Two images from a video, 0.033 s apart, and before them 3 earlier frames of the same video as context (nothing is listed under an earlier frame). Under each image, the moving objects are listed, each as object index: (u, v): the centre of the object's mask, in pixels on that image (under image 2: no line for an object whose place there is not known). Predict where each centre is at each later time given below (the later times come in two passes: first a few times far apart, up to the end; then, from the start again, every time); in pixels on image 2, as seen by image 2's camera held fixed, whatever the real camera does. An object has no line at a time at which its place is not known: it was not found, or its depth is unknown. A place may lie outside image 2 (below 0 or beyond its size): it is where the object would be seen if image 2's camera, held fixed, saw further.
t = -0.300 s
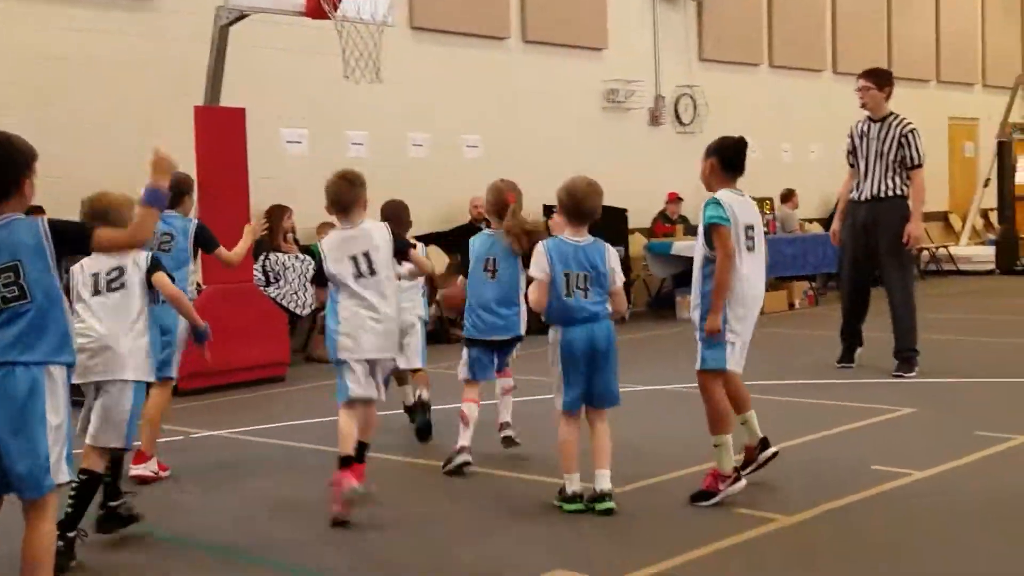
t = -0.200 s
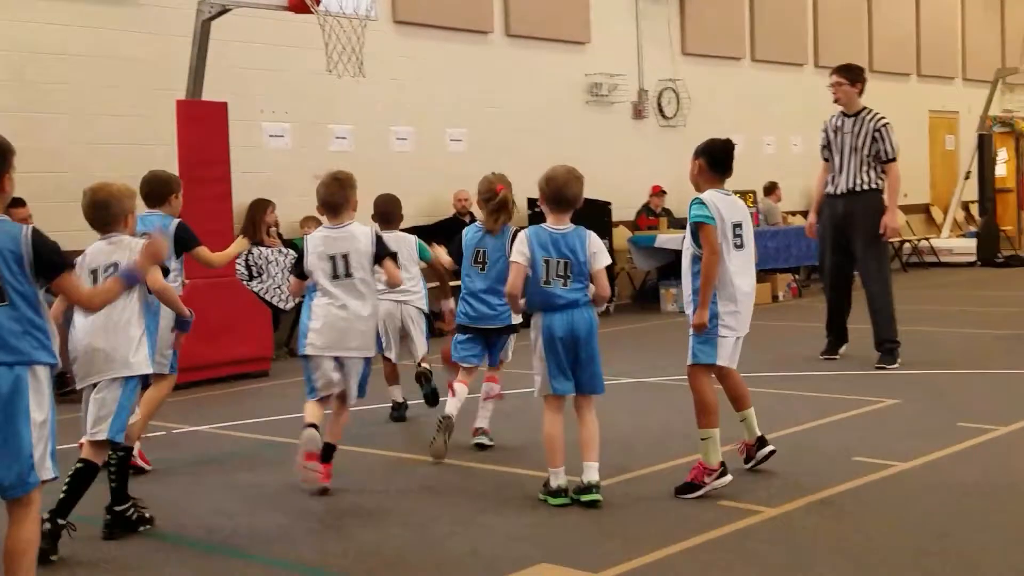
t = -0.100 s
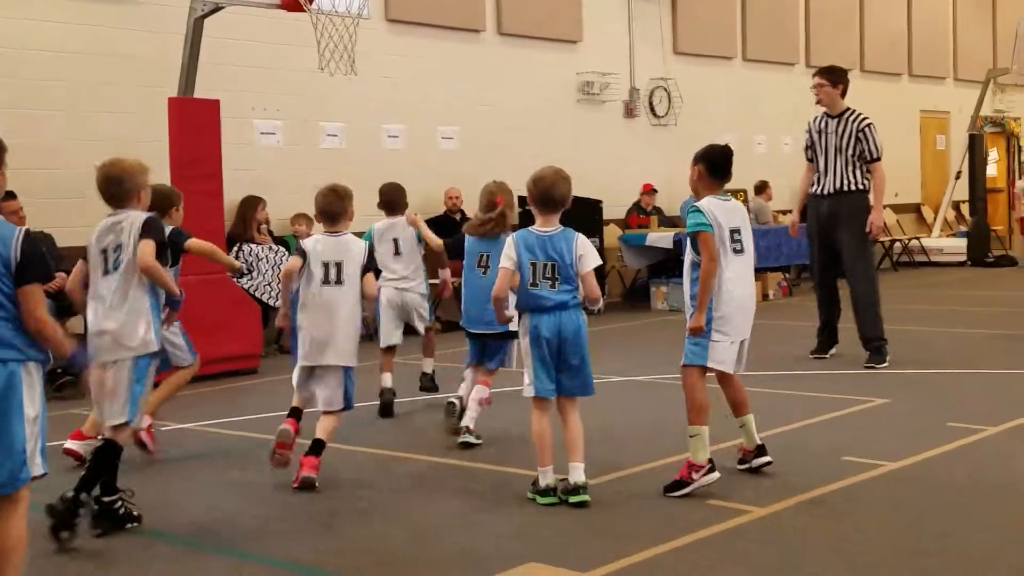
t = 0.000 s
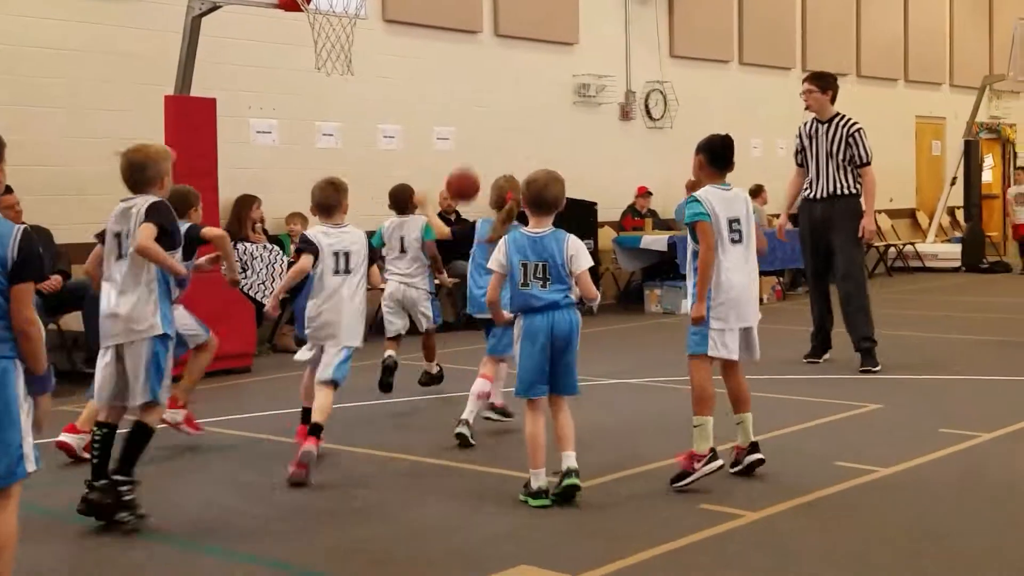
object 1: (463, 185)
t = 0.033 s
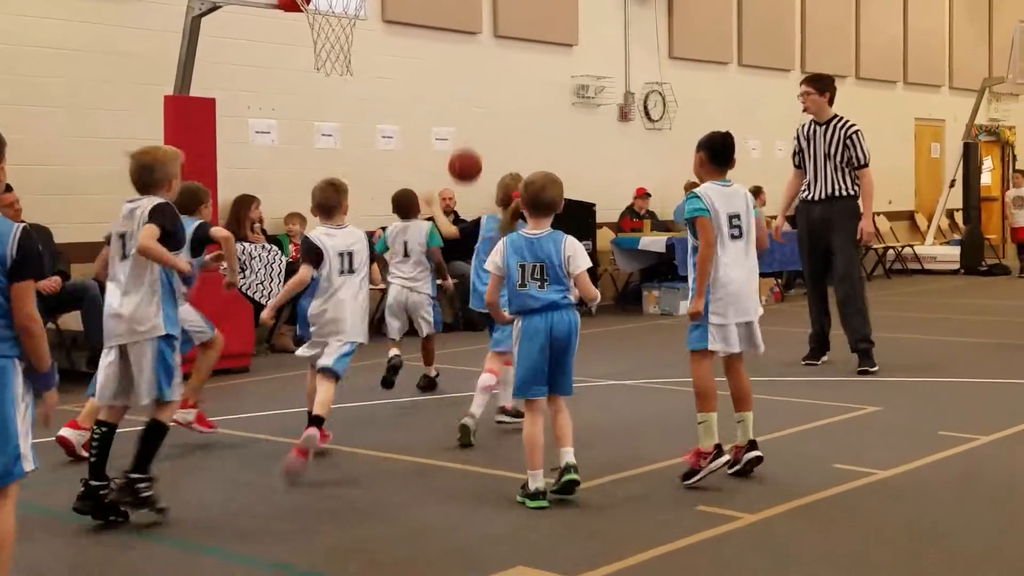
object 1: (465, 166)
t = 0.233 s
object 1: (487, 84)
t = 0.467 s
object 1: (514, 71)
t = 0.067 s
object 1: (468, 147)
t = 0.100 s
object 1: (472, 131)
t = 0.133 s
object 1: (476, 116)
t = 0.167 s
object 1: (480, 104)
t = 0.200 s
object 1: (483, 93)
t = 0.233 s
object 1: (487, 84)
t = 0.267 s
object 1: (491, 77)
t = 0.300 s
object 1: (495, 72)
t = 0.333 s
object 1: (499, 68)
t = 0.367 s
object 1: (502, 67)
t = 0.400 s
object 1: (507, 66)
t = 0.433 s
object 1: (511, 68)
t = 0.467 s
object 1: (514, 71)
